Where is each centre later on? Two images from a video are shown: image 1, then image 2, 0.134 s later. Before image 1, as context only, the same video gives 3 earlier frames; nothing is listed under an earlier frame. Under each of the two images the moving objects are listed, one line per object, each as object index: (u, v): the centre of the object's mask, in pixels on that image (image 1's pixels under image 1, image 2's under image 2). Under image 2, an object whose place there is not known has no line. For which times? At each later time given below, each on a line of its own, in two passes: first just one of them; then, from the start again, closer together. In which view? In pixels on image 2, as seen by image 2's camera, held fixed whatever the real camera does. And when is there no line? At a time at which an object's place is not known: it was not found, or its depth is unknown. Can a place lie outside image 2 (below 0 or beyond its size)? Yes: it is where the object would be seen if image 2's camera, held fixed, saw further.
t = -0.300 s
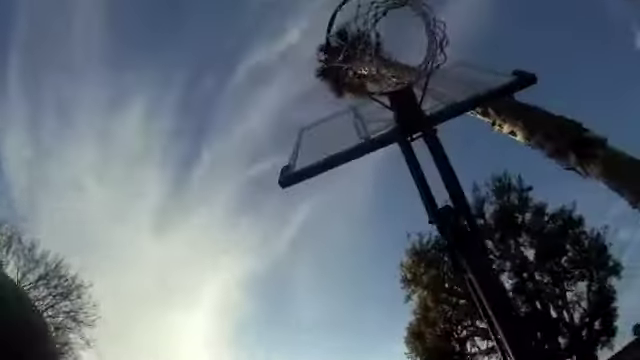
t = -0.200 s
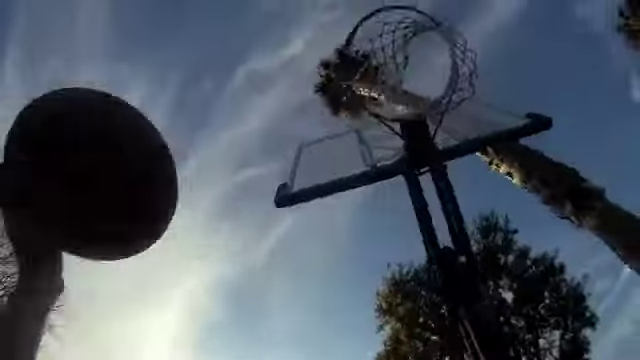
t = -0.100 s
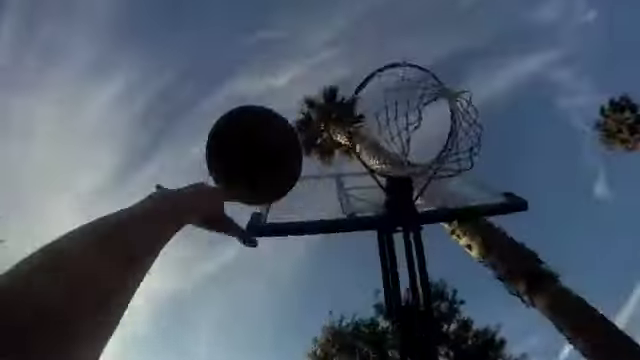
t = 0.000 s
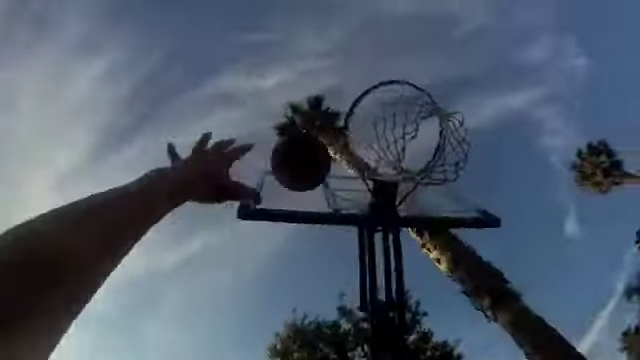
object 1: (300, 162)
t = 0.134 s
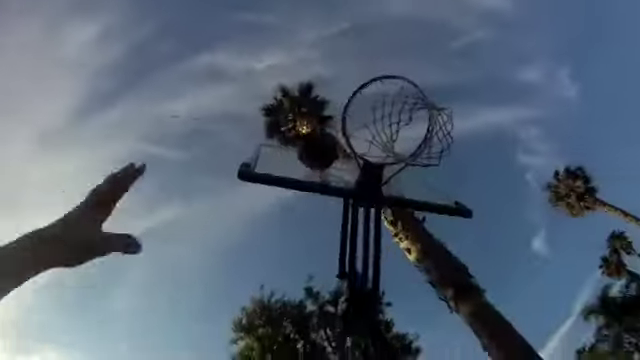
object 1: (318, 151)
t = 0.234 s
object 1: (335, 135)
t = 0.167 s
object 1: (327, 143)
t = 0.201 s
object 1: (330, 137)
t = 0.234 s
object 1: (335, 135)
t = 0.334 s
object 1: (363, 127)
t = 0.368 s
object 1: (372, 124)
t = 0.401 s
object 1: (380, 122)
